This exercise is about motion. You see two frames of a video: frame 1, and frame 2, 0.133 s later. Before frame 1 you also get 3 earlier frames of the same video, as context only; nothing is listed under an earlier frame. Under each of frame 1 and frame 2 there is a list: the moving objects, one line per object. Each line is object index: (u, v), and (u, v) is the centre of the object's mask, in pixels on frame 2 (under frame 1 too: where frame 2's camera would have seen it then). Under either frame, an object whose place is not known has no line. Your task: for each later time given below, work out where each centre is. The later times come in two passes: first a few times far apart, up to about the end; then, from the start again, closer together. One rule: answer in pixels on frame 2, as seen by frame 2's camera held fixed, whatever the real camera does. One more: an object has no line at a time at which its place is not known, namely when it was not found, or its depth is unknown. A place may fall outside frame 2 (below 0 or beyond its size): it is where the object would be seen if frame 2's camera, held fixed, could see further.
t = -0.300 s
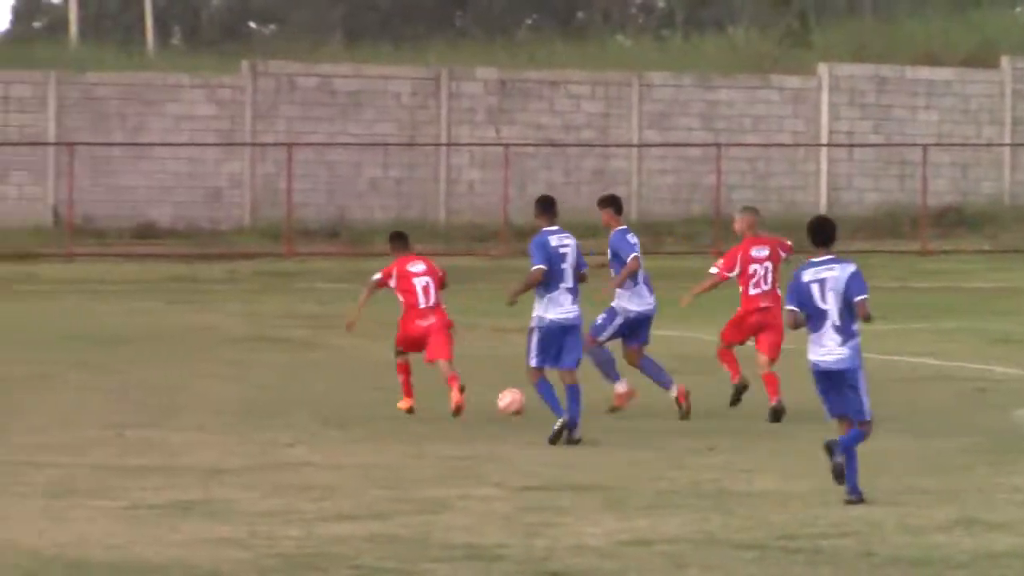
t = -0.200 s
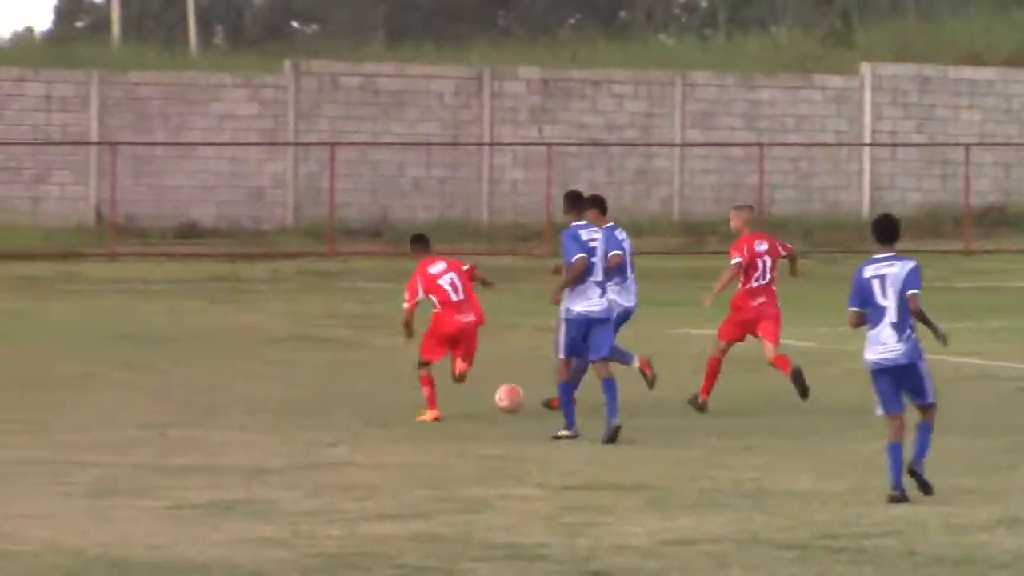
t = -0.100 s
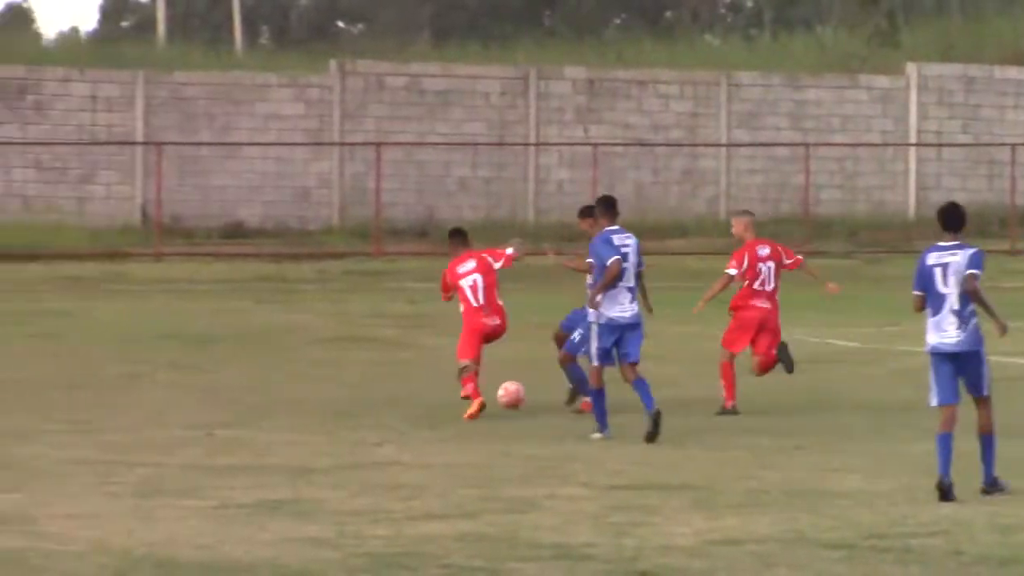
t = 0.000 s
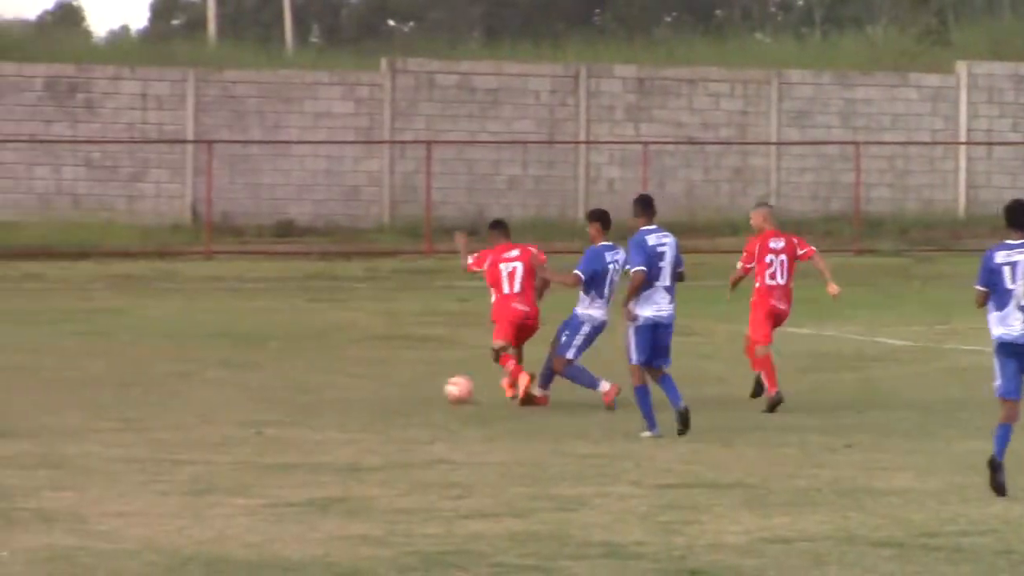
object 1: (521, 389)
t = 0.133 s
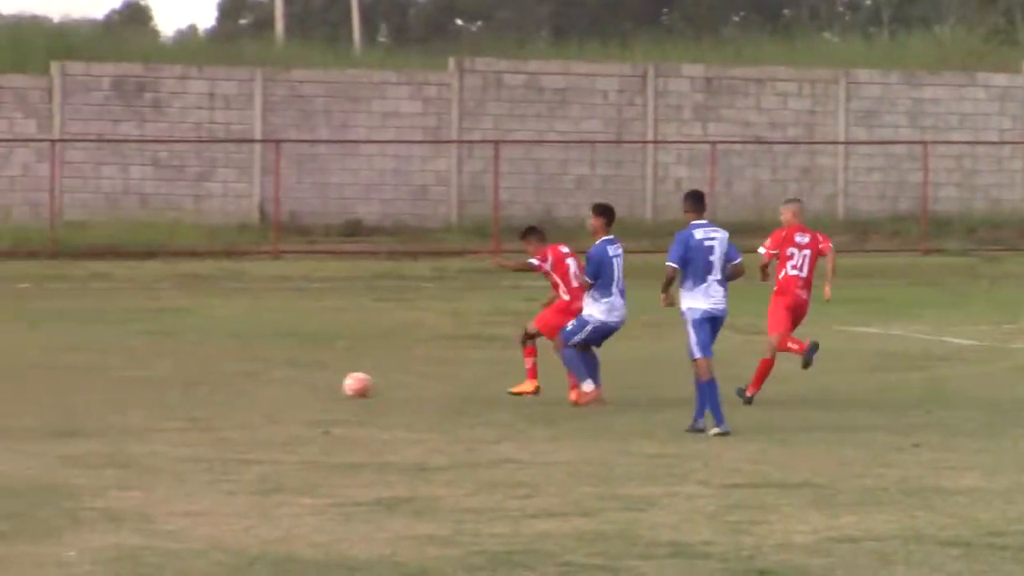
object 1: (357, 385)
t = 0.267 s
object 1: (226, 370)
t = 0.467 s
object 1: (26, 378)
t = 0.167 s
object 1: (322, 382)
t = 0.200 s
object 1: (288, 376)
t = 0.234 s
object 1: (257, 373)
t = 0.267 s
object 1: (226, 370)
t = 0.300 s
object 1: (194, 369)
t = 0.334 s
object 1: (161, 370)
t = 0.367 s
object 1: (127, 372)
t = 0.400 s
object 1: (93, 375)
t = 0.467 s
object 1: (26, 378)
